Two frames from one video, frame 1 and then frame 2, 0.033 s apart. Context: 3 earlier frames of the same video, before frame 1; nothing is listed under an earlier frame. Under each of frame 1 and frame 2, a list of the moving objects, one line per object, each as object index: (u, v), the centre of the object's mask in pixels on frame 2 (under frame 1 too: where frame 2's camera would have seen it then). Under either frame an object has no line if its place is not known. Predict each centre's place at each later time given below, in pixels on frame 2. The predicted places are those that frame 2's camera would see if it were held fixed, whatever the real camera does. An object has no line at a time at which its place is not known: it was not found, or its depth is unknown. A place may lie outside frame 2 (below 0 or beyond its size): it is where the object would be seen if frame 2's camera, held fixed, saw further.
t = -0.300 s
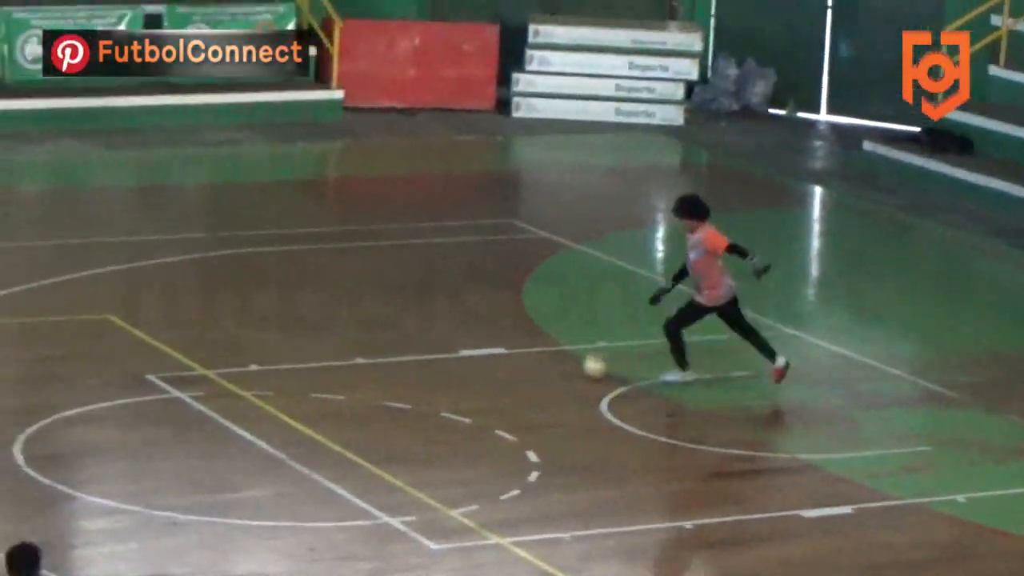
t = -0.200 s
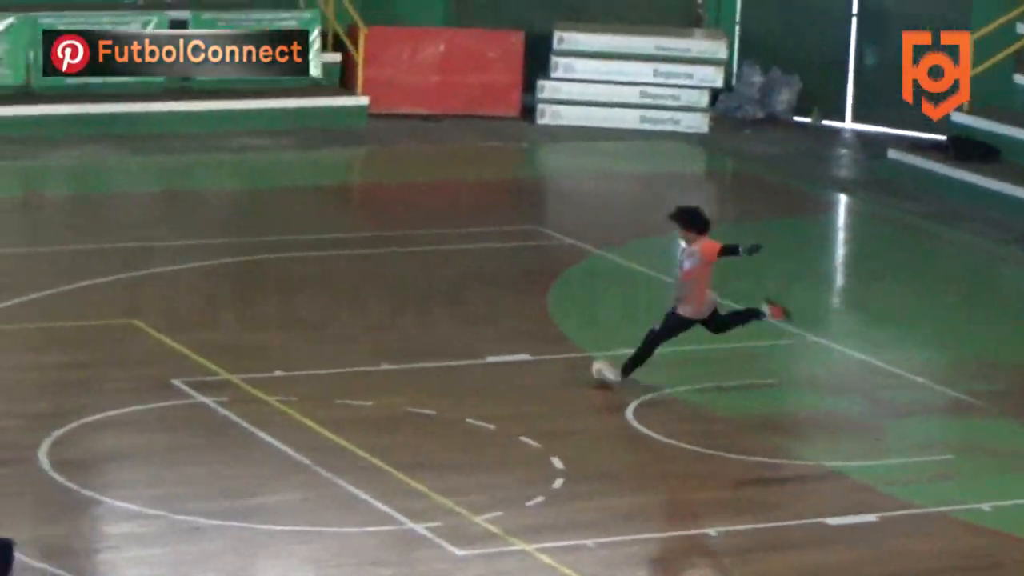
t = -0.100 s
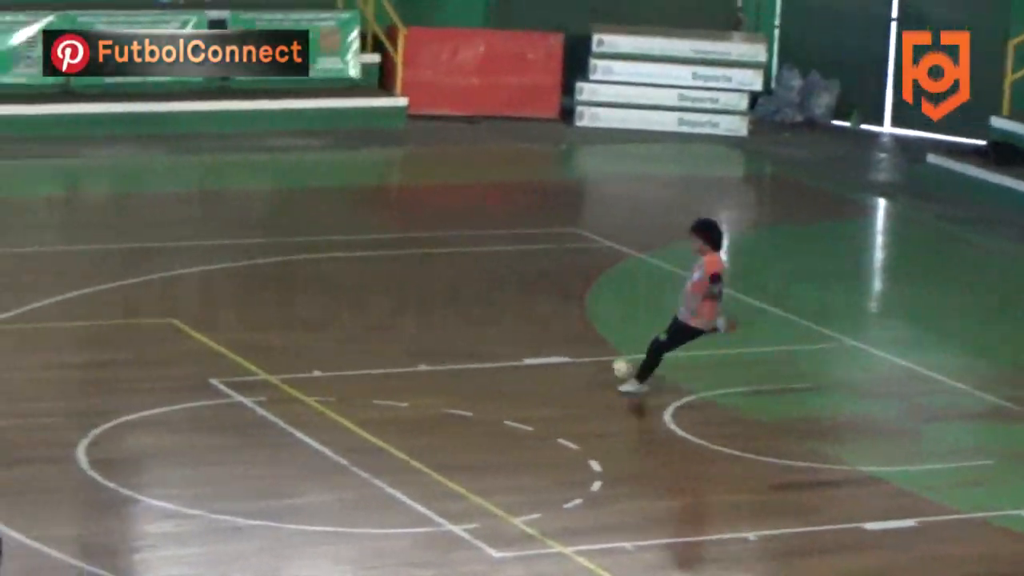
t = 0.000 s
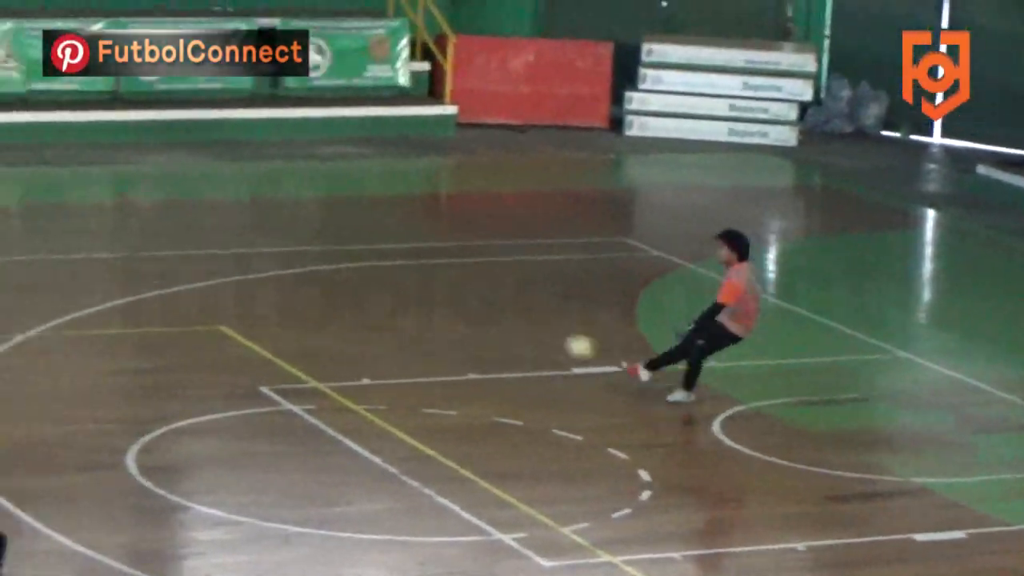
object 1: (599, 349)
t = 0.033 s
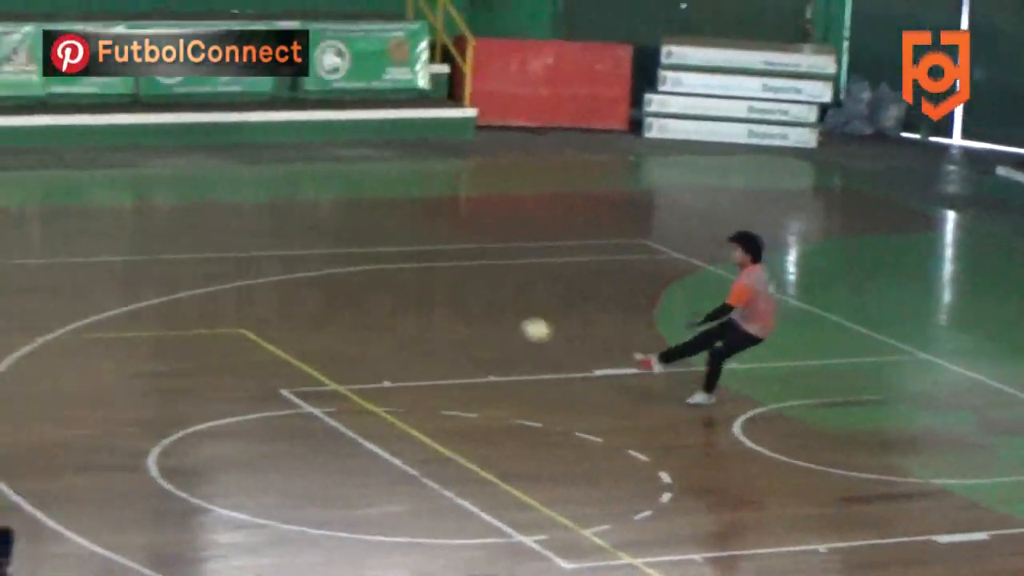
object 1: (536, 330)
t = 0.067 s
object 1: (474, 310)
